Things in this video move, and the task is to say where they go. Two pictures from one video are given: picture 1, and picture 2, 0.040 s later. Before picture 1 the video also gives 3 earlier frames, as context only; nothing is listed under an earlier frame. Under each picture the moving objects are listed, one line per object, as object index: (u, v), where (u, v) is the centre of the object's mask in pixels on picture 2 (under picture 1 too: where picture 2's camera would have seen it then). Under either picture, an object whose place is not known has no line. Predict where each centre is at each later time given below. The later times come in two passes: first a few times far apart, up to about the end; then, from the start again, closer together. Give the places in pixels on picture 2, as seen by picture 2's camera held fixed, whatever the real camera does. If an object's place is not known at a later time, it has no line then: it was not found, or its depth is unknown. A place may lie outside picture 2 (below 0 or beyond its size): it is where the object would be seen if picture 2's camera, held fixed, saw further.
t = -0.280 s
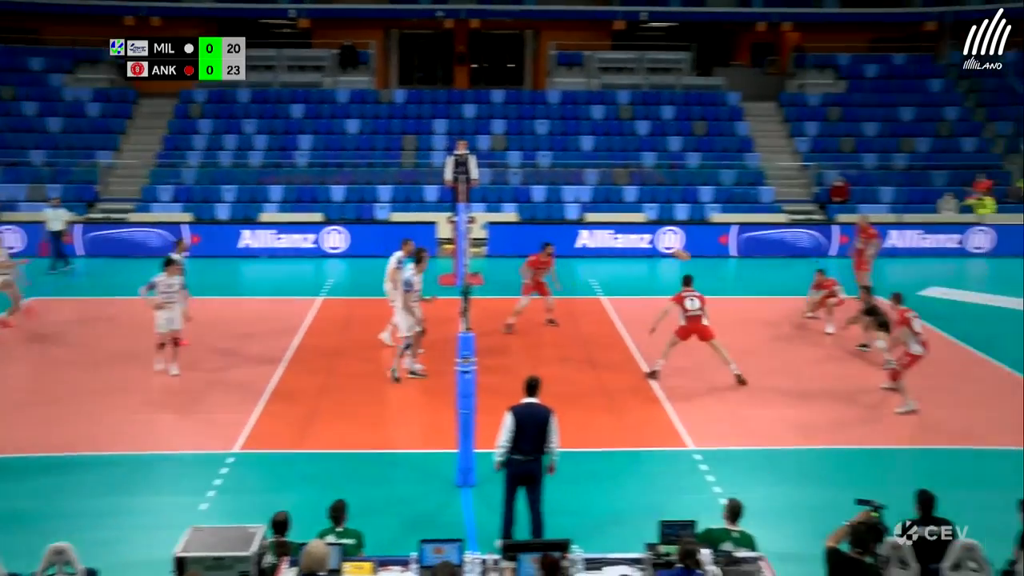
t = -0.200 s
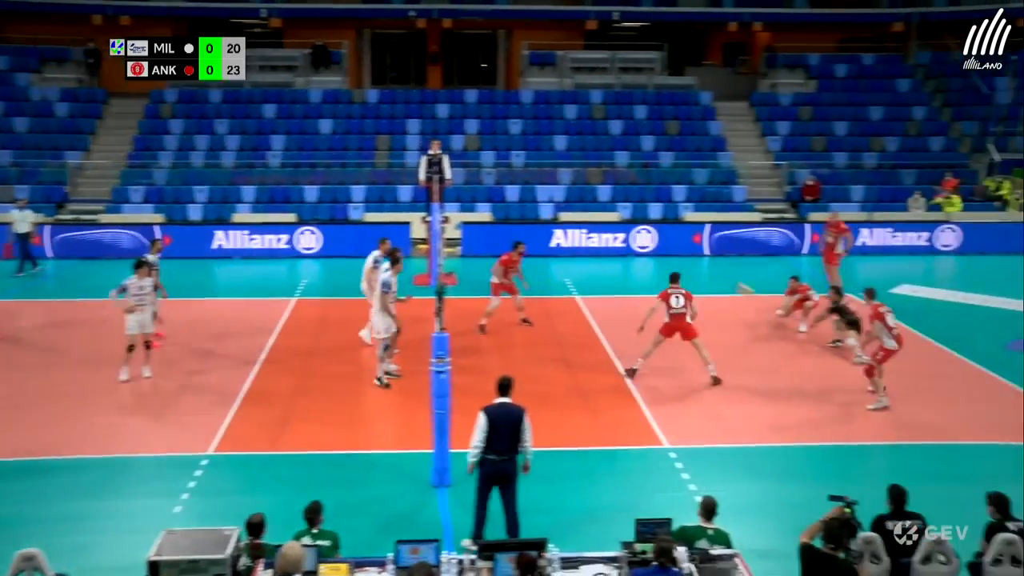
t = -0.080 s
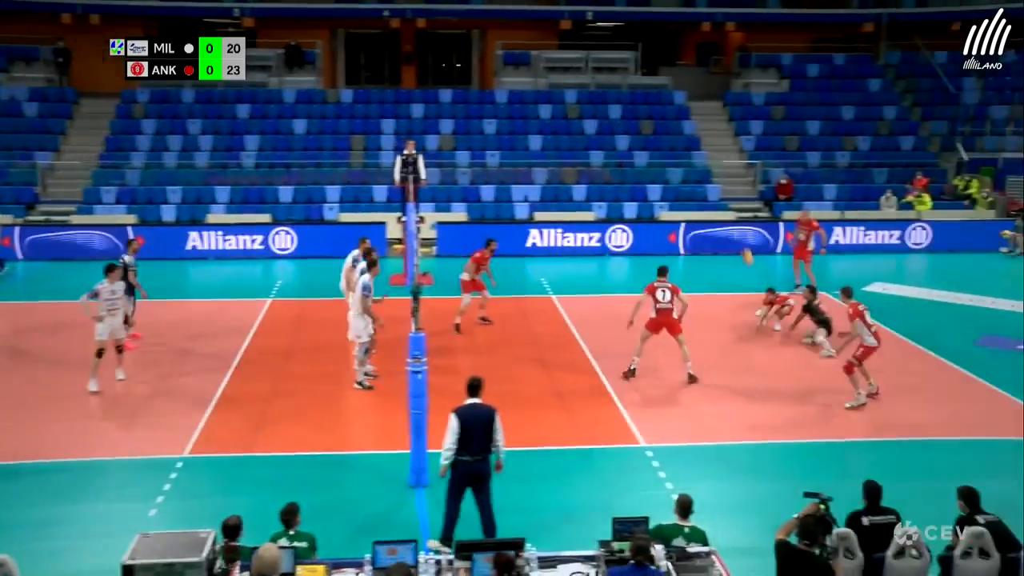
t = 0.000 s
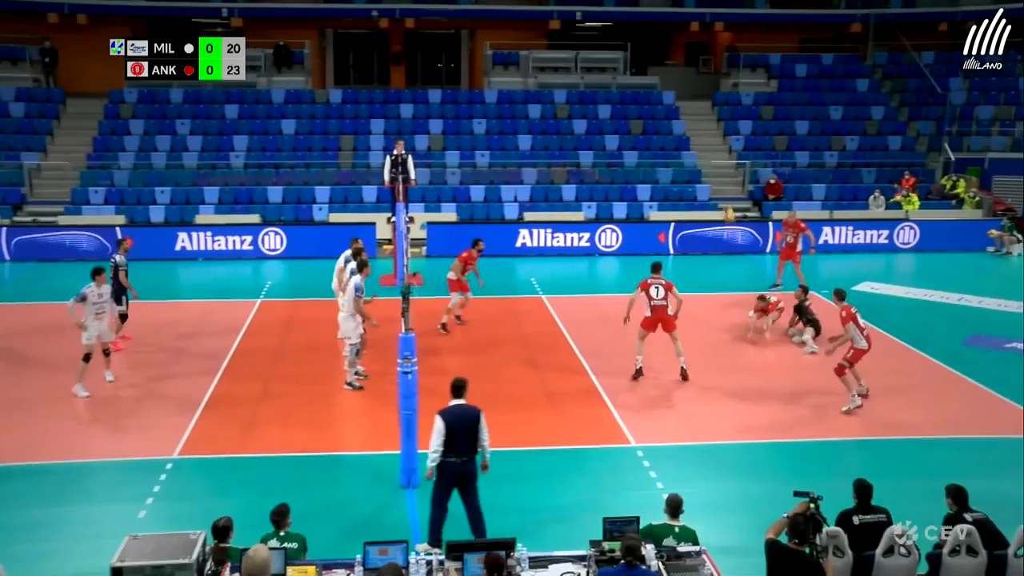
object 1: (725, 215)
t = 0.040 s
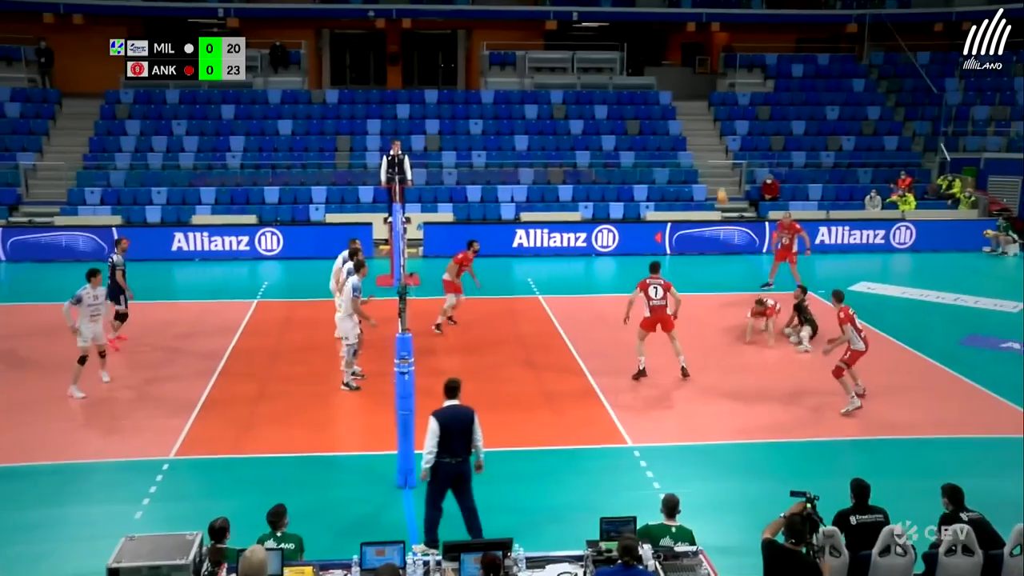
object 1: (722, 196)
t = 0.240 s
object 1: (703, 108)
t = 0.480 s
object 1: (684, 33)
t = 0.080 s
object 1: (717, 175)
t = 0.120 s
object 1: (714, 159)
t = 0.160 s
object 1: (710, 141)
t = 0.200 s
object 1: (707, 124)
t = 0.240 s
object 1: (703, 108)
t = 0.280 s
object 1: (700, 94)
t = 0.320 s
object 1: (697, 80)
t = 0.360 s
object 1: (693, 67)
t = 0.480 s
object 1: (684, 33)
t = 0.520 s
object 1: (681, 24)
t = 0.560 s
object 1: (678, 15)
